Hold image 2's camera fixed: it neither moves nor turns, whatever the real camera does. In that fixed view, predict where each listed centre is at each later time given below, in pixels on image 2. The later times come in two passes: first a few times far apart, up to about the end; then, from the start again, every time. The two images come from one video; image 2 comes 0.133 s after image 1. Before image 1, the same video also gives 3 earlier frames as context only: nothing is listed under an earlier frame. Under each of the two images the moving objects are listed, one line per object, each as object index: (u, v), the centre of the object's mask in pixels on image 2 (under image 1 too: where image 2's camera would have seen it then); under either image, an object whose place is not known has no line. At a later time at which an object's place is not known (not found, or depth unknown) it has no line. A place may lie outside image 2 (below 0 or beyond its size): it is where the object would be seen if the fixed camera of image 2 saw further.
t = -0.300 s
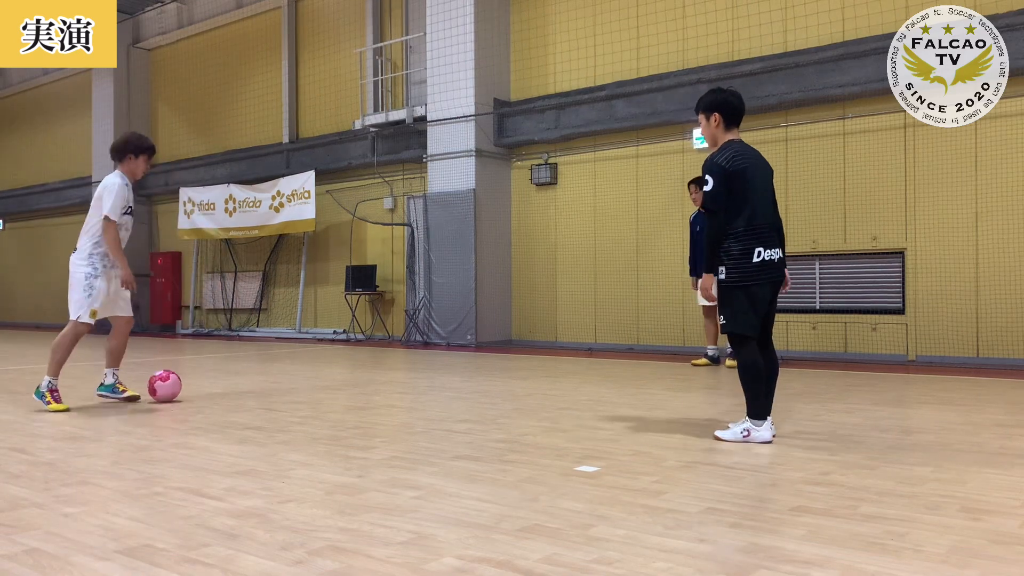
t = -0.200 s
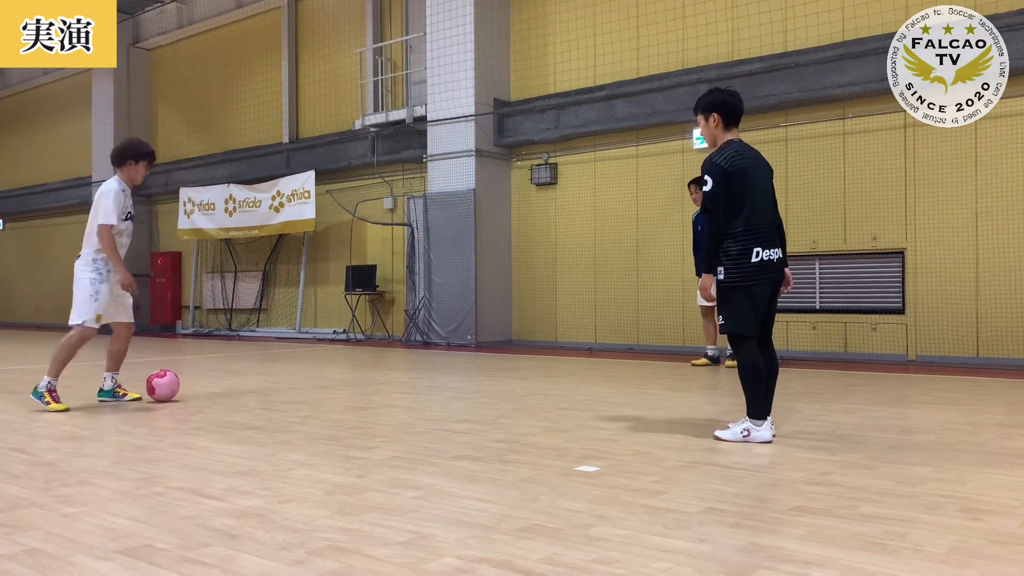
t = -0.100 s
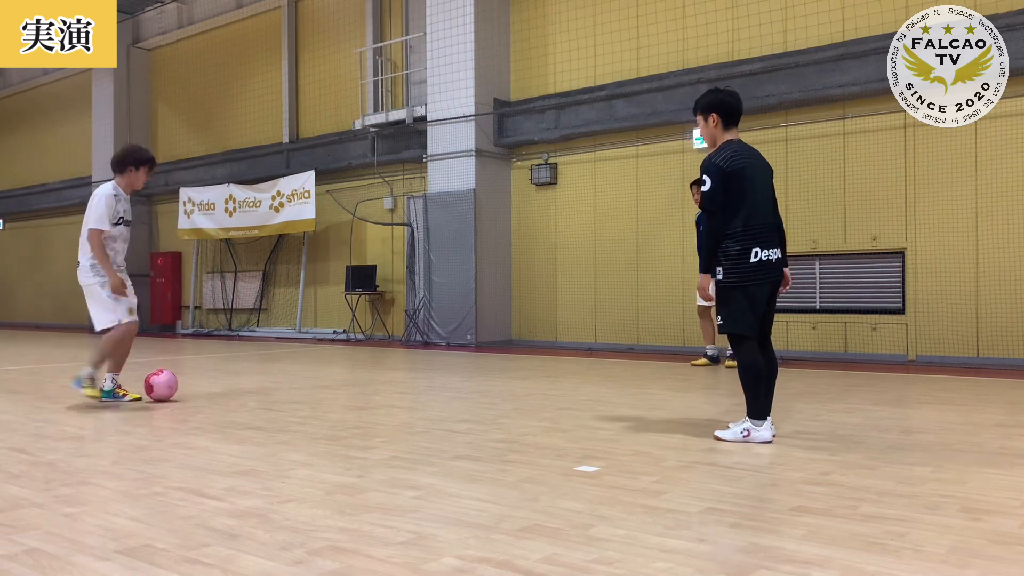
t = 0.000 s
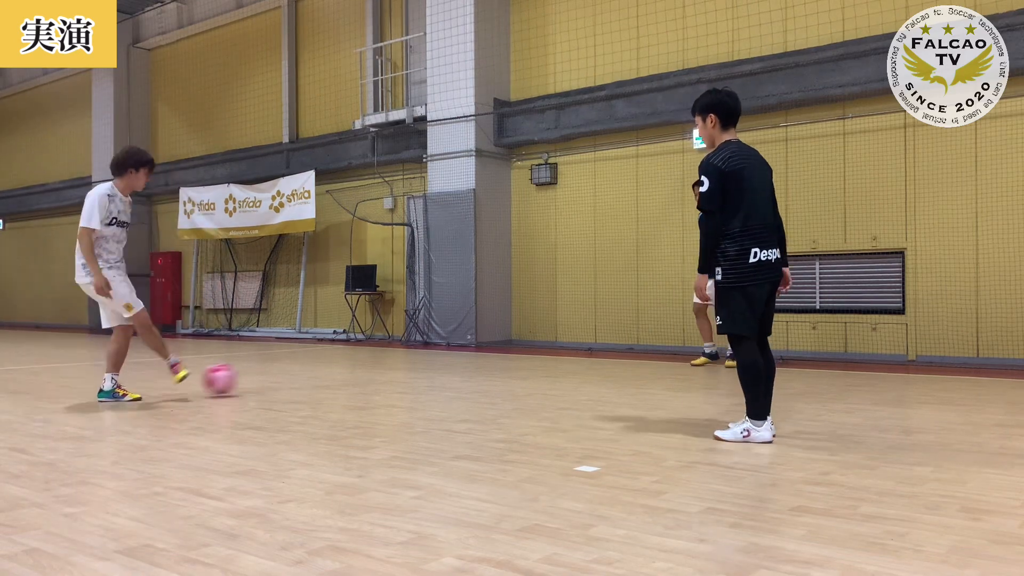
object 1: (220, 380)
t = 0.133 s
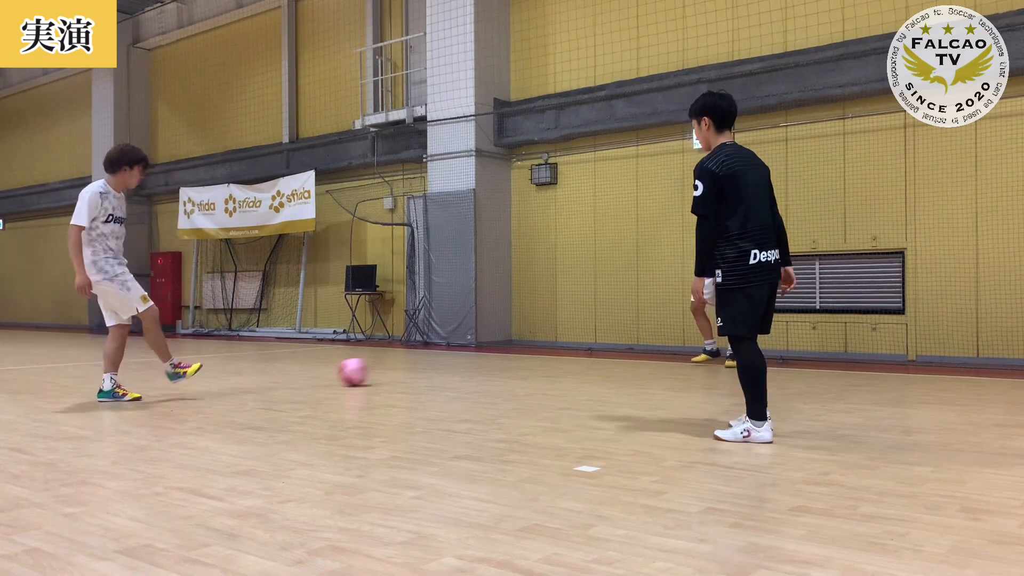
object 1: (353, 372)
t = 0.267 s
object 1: (446, 366)
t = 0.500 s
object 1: (569, 355)
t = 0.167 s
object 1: (378, 371)
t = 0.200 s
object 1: (402, 369)
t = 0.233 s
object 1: (425, 368)
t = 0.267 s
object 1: (446, 366)
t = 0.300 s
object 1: (465, 365)
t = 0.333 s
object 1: (484, 363)
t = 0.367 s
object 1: (502, 363)
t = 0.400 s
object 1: (521, 361)
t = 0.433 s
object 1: (537, 358)
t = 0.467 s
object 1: (553, 357)
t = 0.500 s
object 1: (569, 355)
